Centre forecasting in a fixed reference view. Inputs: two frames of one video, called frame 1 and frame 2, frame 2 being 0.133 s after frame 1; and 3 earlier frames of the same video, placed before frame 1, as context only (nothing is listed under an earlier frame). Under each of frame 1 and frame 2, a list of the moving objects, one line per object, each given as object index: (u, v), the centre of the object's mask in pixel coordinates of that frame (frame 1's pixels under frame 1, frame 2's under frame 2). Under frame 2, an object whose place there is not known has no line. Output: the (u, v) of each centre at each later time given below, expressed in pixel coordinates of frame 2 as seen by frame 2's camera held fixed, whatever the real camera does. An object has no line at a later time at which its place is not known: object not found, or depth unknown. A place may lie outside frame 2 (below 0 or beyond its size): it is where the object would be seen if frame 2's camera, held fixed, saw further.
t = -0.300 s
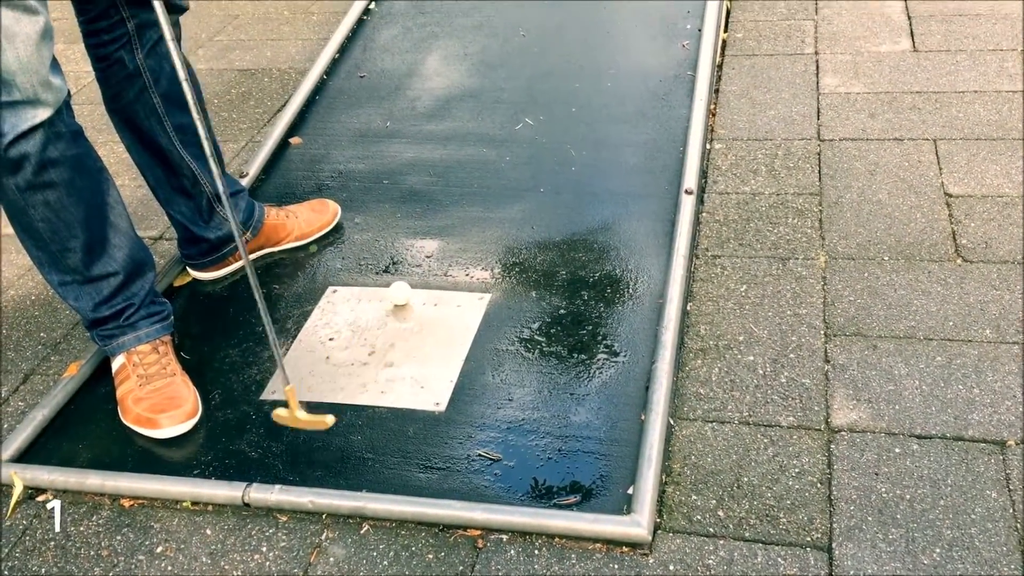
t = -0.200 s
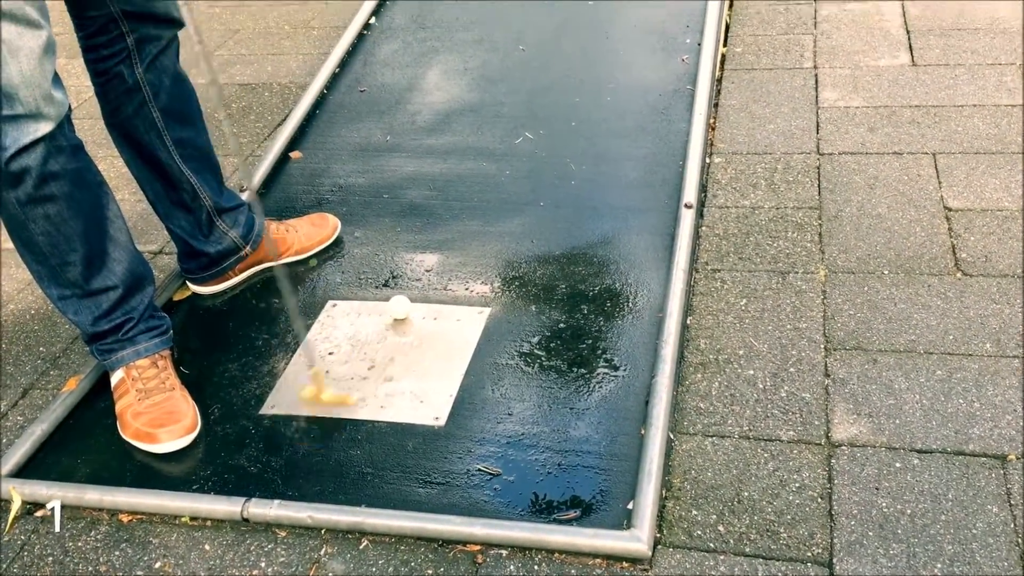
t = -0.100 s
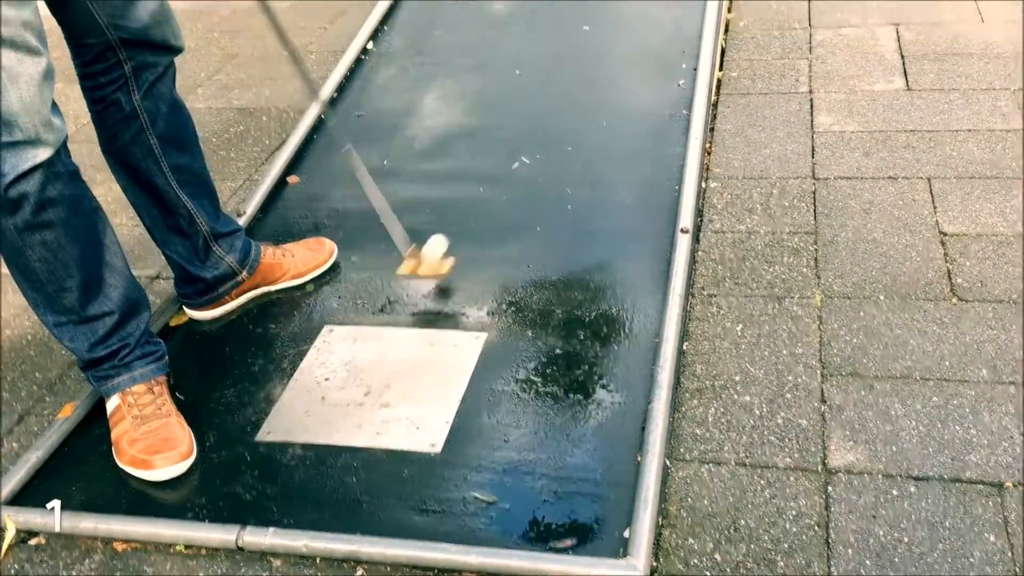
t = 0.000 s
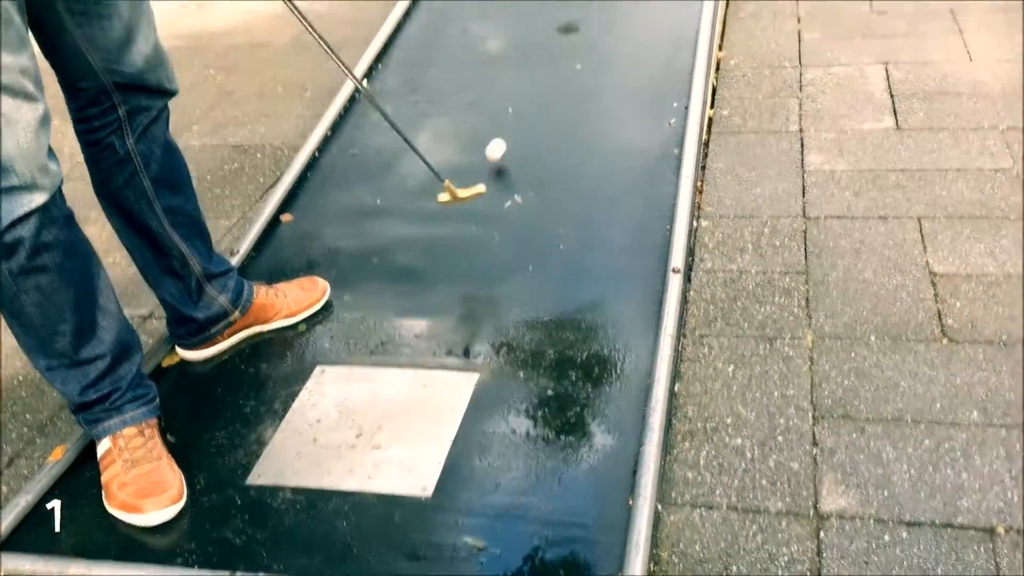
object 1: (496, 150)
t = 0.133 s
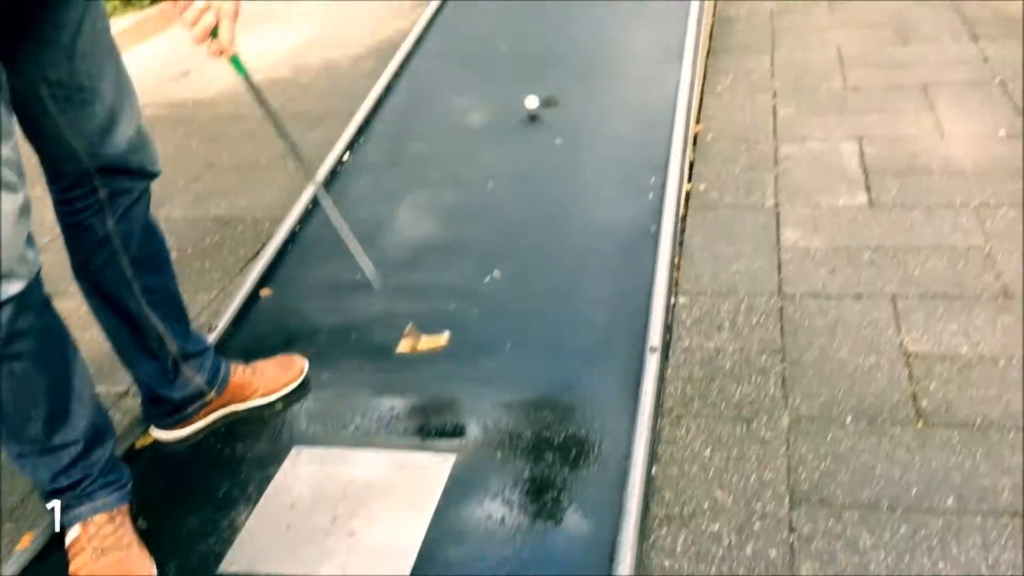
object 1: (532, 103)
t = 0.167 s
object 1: (543, 82)
